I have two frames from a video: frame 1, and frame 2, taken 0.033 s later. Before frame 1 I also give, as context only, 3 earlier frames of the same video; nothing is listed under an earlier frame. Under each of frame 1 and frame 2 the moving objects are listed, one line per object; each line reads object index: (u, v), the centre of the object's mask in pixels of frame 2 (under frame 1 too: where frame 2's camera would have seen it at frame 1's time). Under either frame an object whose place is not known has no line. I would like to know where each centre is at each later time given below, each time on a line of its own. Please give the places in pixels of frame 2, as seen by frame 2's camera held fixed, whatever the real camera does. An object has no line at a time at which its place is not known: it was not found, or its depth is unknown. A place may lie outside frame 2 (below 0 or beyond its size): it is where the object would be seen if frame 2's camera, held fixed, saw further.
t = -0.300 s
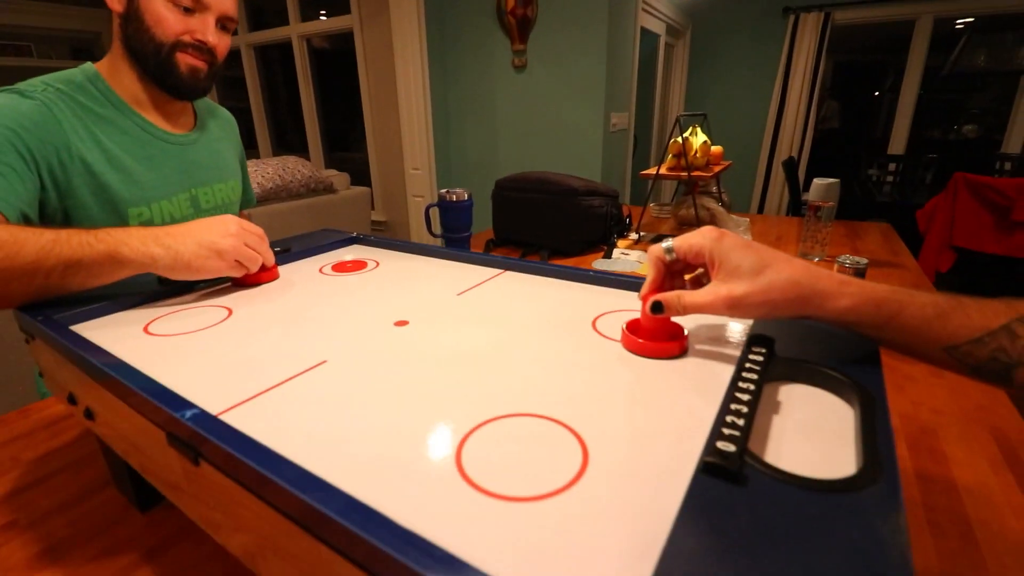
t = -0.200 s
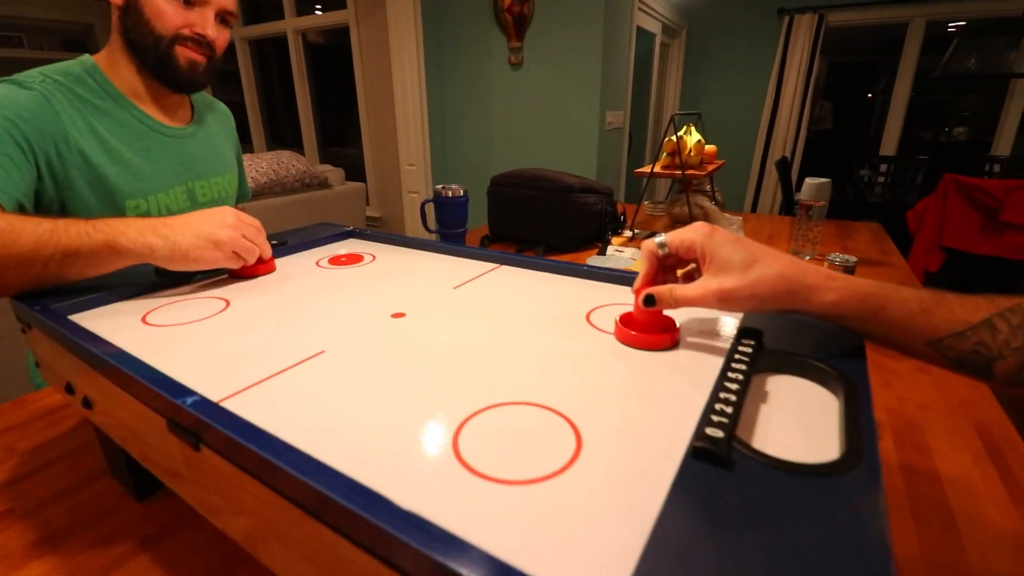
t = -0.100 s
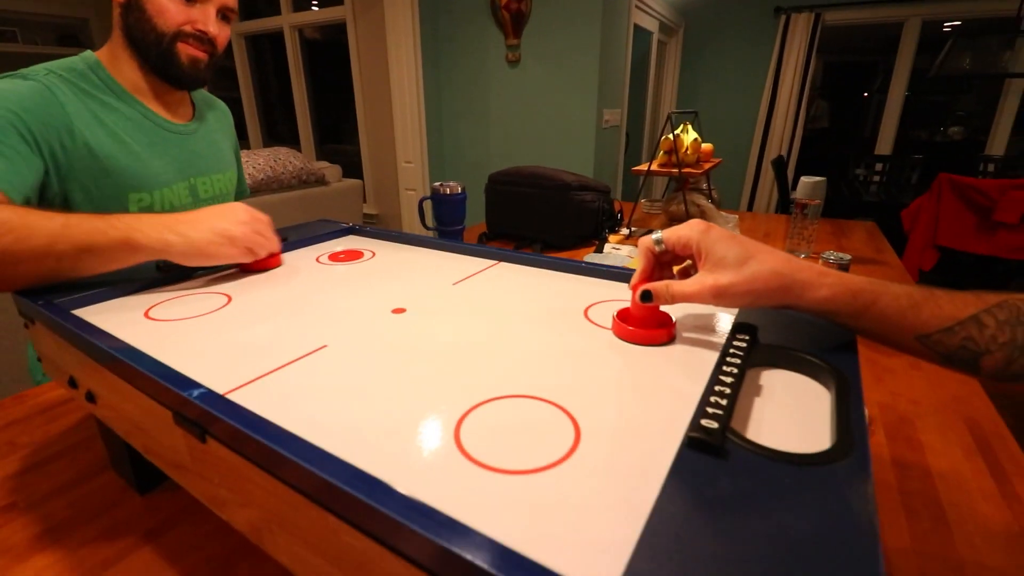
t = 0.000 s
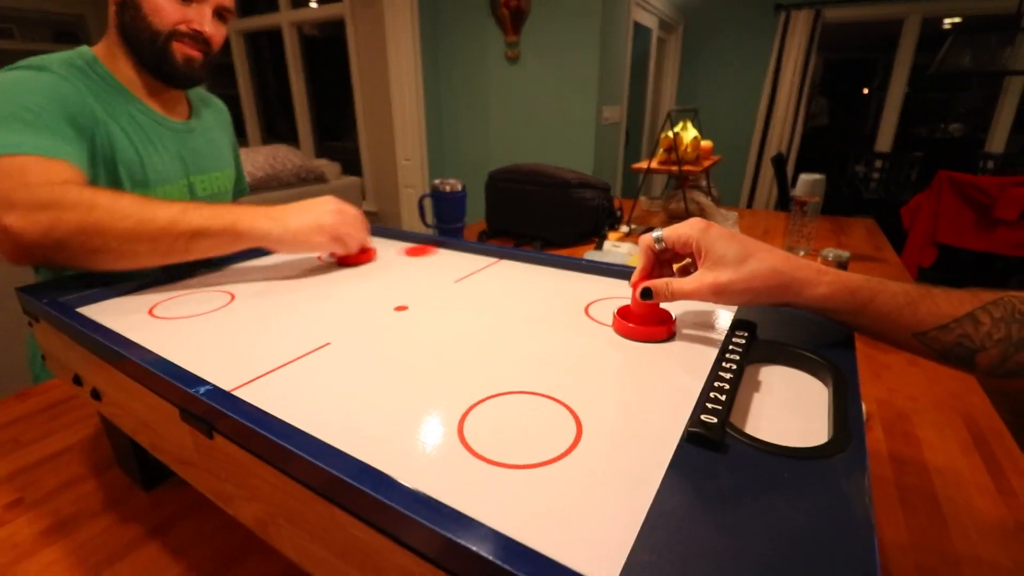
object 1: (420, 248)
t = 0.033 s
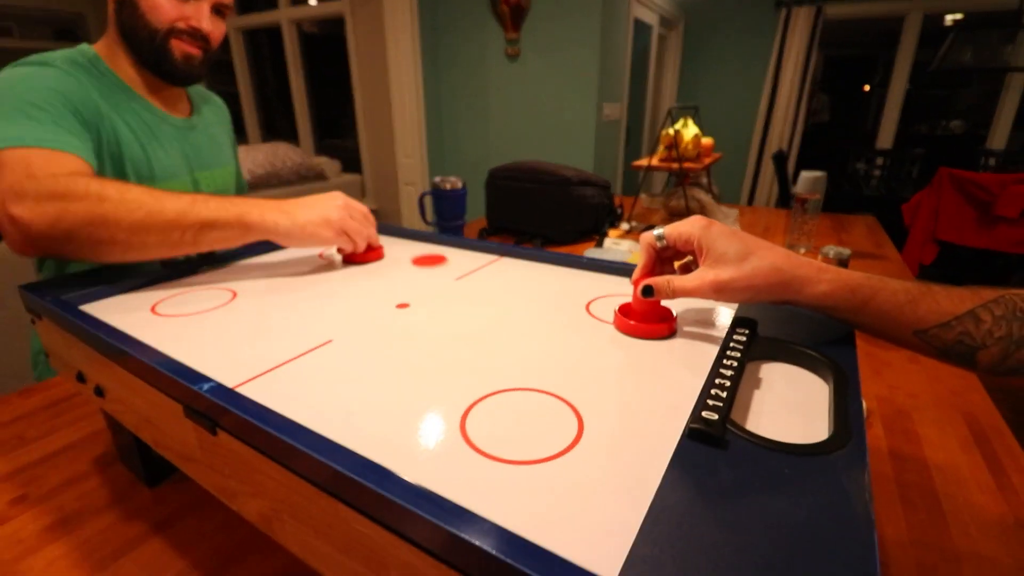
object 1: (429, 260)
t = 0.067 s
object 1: (437, 275)
